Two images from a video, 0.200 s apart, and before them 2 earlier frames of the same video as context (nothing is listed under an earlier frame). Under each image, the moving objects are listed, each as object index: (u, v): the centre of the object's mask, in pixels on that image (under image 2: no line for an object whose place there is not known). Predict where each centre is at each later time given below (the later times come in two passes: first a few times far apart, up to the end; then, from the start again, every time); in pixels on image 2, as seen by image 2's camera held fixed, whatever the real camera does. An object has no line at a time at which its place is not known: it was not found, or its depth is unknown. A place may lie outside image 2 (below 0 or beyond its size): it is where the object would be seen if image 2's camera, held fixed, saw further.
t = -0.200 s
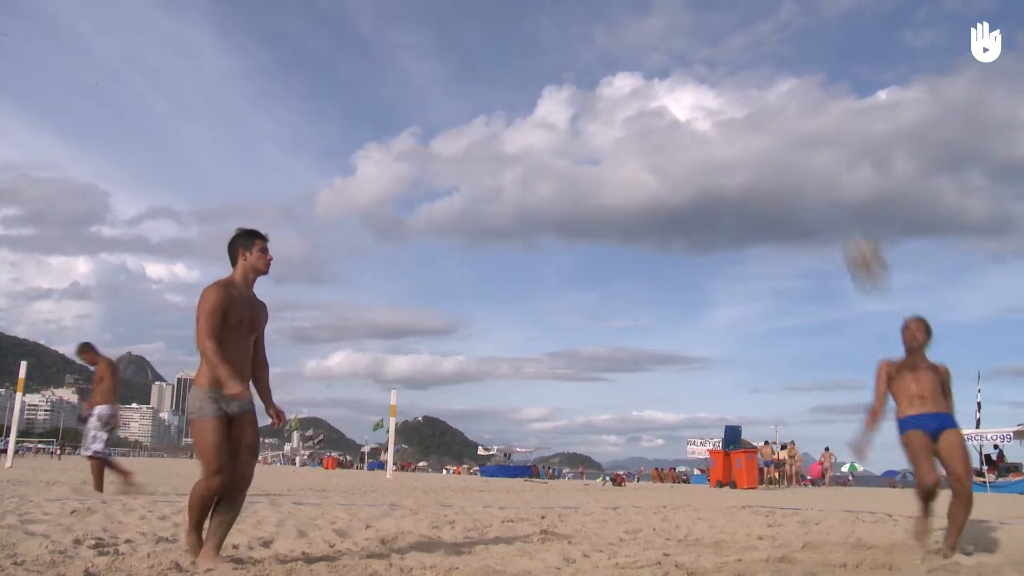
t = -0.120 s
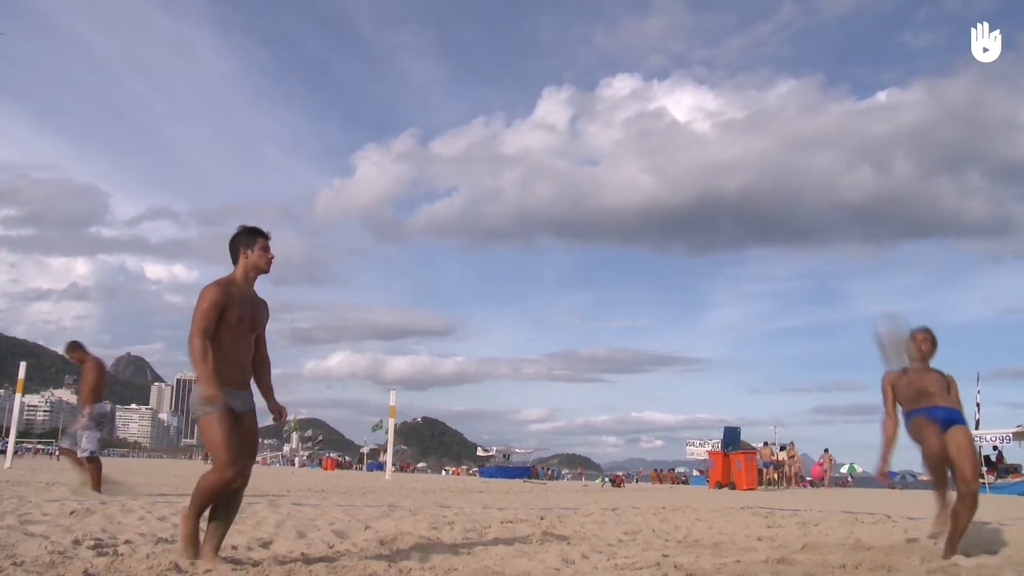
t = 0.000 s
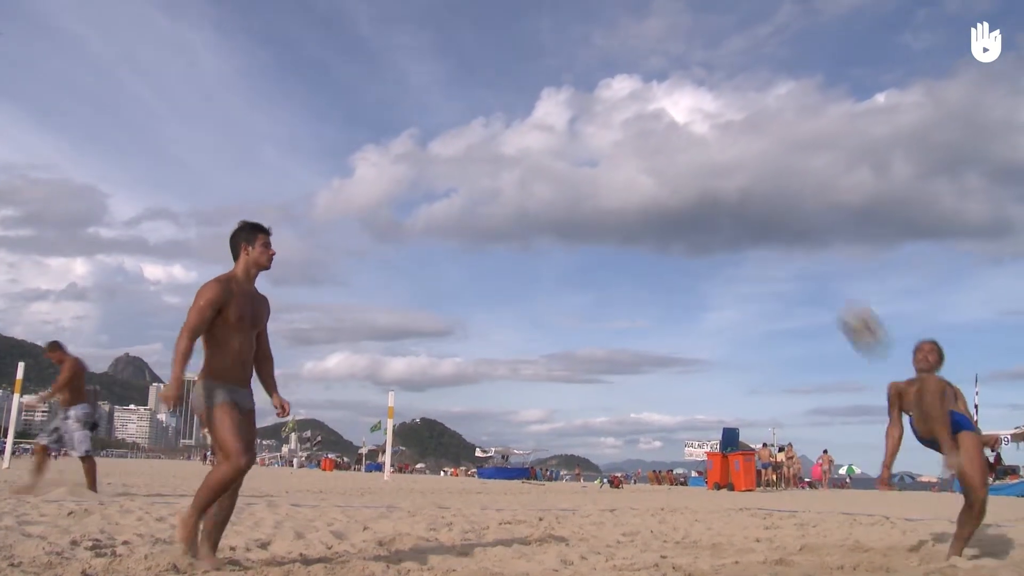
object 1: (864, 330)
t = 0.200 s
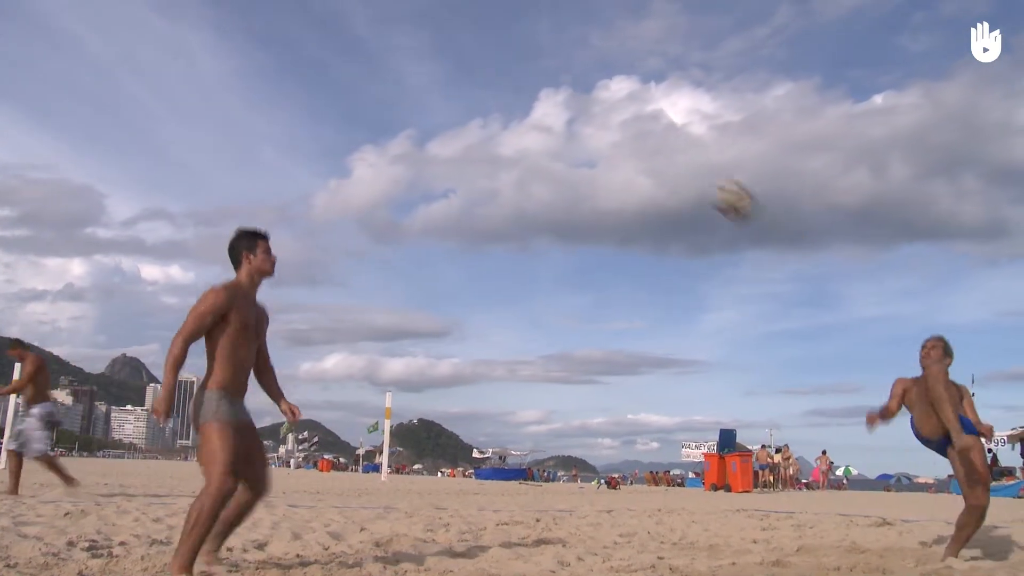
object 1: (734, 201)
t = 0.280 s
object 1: (685, 169)
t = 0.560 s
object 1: (520, 140)
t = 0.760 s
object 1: (400, 199)
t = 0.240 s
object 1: (710, 183)
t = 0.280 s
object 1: (685, 169)
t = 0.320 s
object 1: (661, 157)
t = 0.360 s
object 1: (636, 148)
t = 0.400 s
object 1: (613, 141)
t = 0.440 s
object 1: (590, 137)
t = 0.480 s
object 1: (568, 137)
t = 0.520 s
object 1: (544, 137)
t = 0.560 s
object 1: (520, 140)
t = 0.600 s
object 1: (495, 147)
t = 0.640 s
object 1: (472, 156)
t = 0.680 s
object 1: (450, 167)
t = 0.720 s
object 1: (425, 182)
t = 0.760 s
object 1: (400, 199)
